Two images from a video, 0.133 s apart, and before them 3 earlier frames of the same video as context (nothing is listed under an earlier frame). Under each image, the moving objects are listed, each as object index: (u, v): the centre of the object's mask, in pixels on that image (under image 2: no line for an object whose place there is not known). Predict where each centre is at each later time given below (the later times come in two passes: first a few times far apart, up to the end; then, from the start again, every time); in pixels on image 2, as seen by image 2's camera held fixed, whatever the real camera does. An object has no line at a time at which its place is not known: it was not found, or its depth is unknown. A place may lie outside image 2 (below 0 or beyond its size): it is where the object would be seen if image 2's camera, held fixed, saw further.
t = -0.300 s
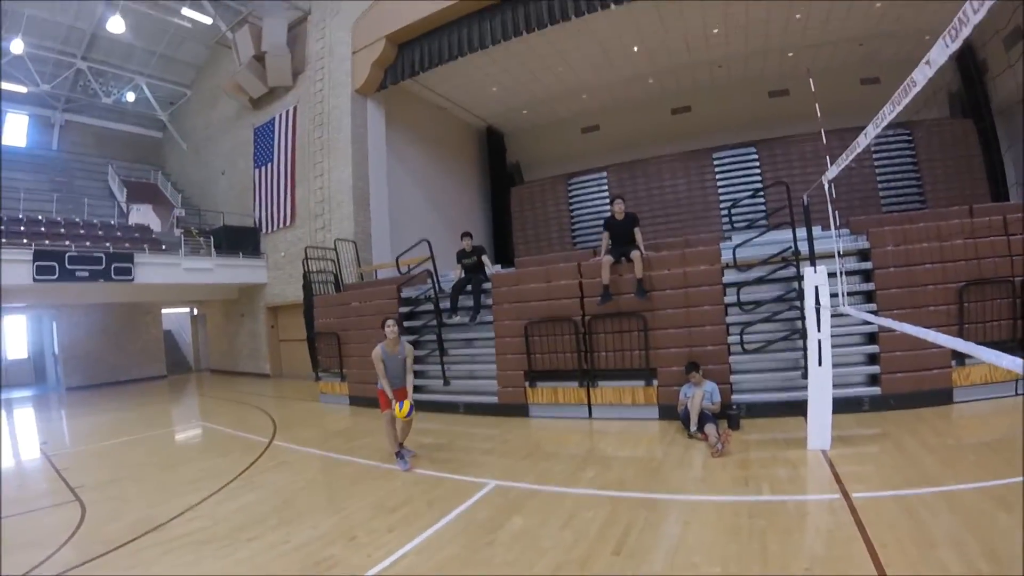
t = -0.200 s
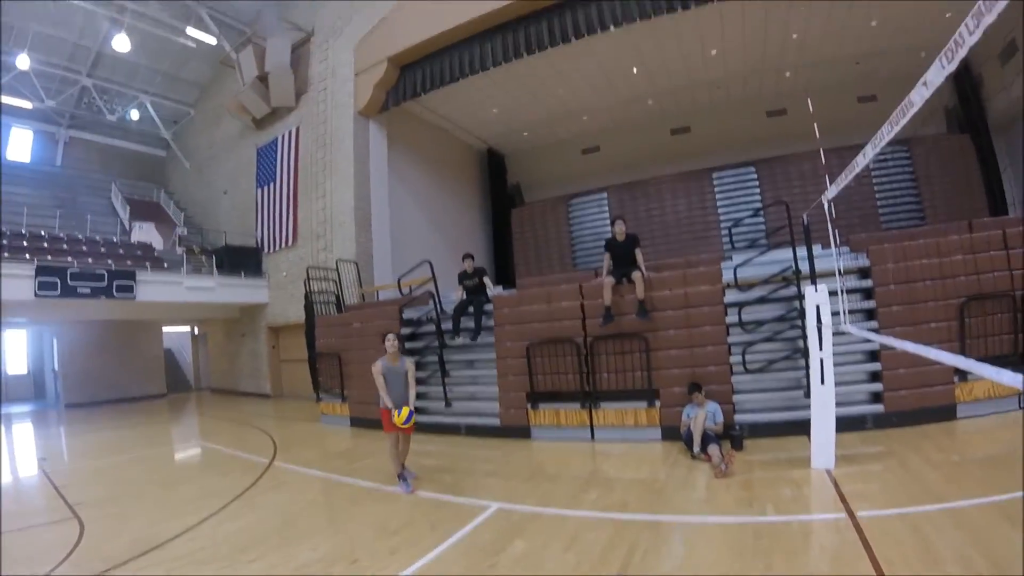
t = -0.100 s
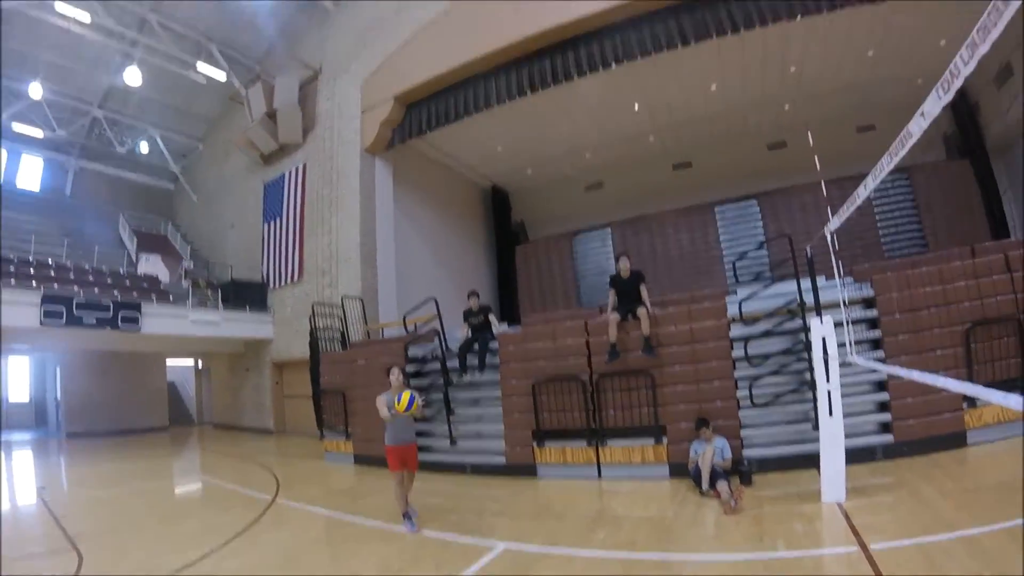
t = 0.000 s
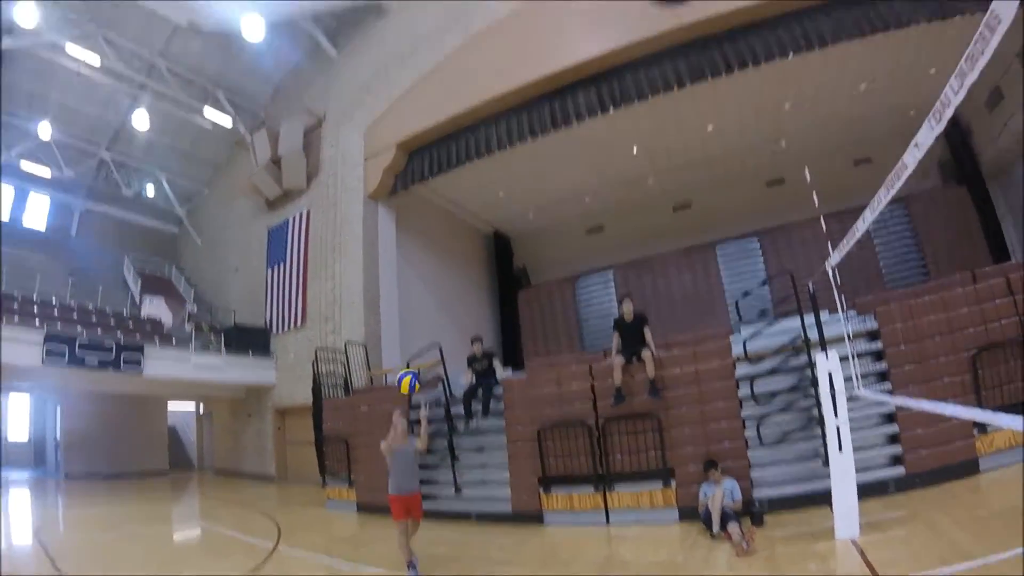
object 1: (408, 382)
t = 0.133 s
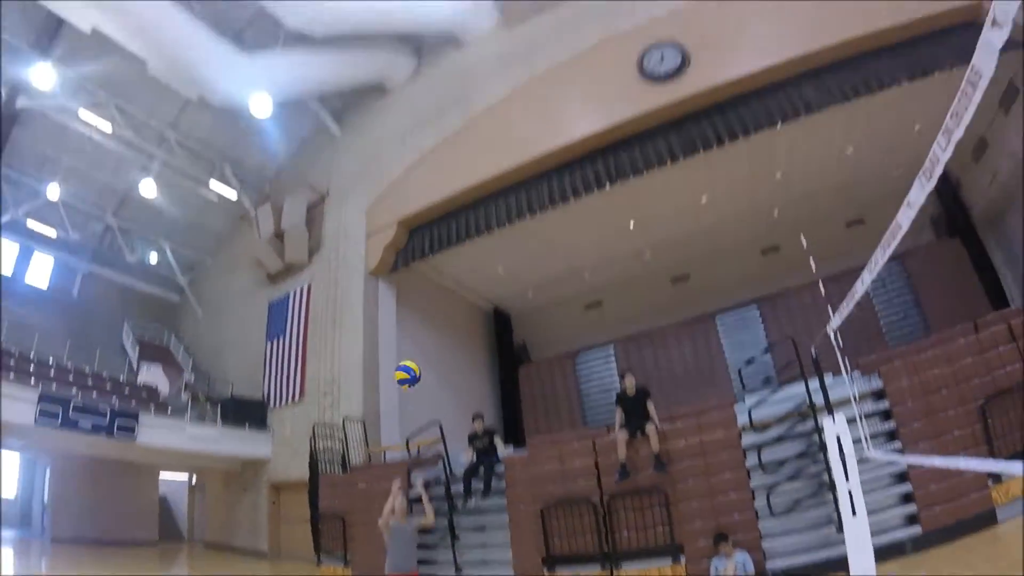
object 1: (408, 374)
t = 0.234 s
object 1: (409, 321)
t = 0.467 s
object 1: (417, 218)
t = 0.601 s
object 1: (425, 169)
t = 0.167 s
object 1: (407, 356)
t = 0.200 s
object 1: (408, 338)
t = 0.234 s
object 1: (409, 321)
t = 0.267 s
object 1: (410, 306)
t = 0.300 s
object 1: (411, 290)
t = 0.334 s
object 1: (412, 276)
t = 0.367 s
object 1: (413, 260)
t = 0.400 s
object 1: (414, 245)
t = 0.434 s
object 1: (416, 232)
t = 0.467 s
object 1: (417, 218)
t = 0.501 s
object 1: (420, 207)
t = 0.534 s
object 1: (422, 193)
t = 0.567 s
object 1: (423, 182)
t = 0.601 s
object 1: (425, 169)
